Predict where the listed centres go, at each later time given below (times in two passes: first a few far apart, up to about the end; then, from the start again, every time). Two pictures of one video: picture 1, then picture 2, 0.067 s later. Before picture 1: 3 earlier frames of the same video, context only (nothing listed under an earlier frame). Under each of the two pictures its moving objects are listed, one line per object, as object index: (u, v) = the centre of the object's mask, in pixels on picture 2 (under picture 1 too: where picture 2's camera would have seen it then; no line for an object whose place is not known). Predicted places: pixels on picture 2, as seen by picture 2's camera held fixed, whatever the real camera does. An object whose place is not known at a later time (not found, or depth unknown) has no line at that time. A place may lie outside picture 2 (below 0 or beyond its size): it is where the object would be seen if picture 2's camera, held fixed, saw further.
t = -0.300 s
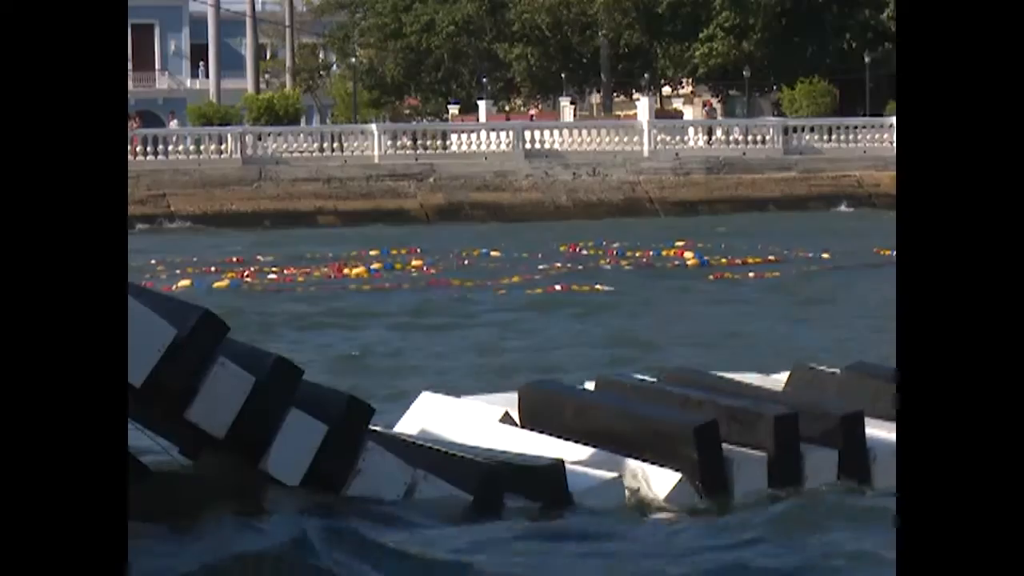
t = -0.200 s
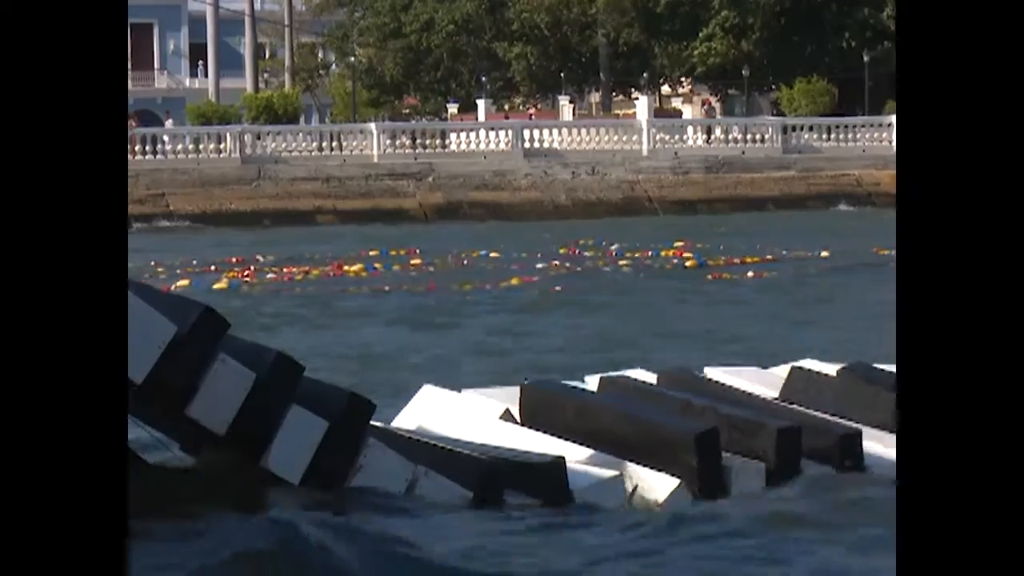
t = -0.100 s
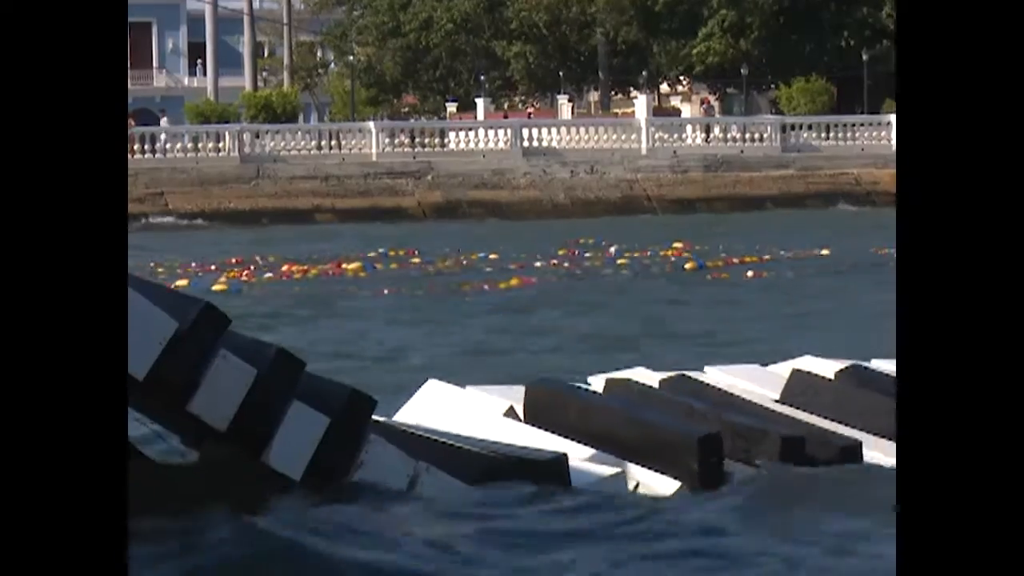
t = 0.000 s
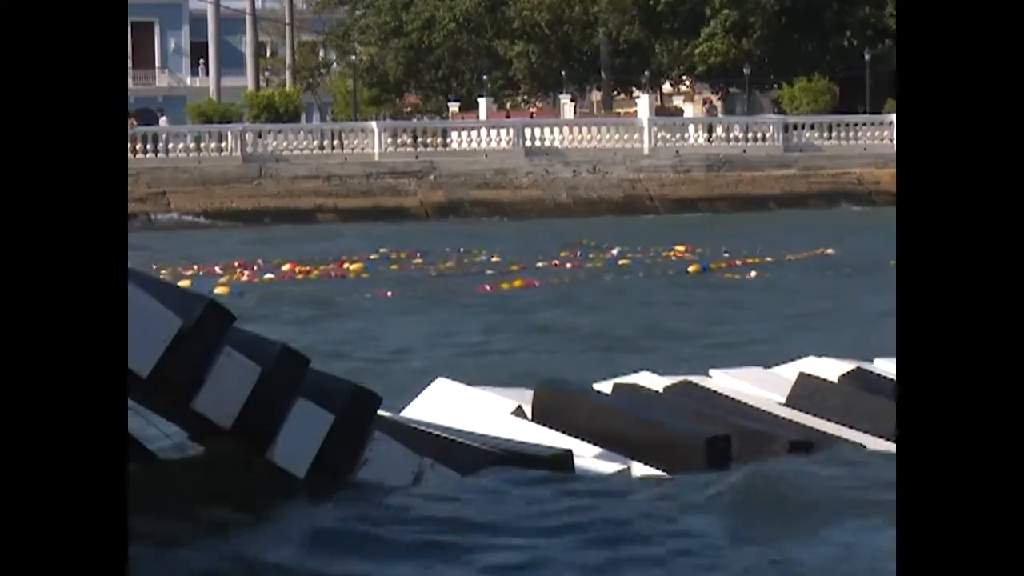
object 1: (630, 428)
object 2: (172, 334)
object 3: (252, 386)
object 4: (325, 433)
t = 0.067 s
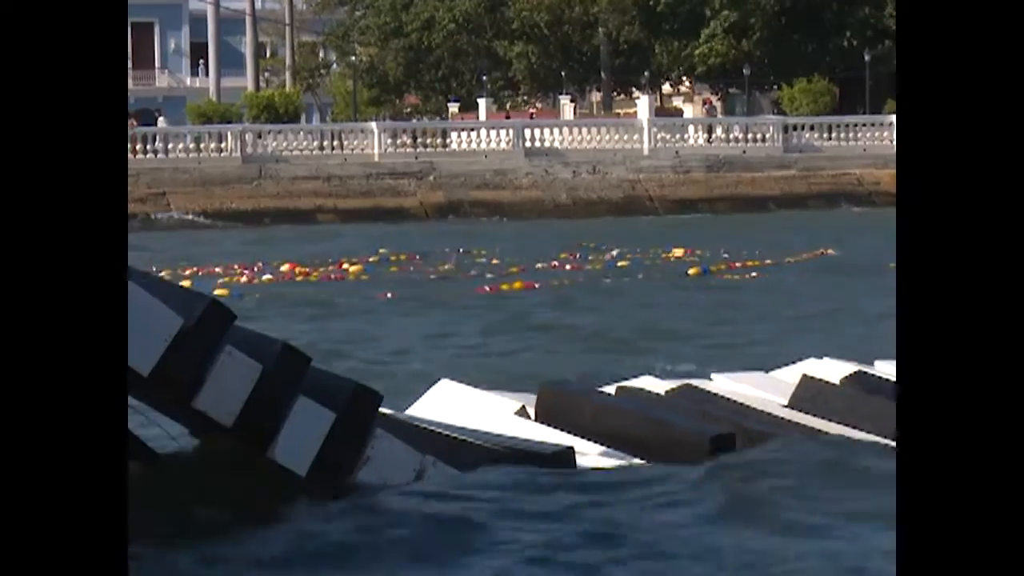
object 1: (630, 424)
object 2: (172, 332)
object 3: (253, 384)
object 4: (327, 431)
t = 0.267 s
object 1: (635, 410)
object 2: (175, 326)
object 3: (258, 376)
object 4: (333, 421)
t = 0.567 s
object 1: (653, 386)
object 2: (180, 314)
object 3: (267, 365)
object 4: (342, 407)
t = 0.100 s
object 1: (629, 423)
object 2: (172, 331)
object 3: (253, 383)
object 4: (328, 431)
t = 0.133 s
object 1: (629, 420)
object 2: (173, 331)
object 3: (255, 382)
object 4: (329, 429)
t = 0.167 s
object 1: (627, 414)
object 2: (174, 329)
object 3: (256, 380)
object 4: (331, 428)
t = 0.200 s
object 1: (628, 412)
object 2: (174, 328)
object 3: (257, 378)
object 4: (331, 426)
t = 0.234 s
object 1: (632, 412)
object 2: (175, 327)
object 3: (258, 378)
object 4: (332, 423)
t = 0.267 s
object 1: (635, 410)
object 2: (175, 326)
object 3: (258, 376)
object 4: (333, 421)
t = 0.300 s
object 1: (635, 407)
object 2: (176, 324)
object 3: (259, 374)
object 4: (335, 419)
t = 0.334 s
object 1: (634, 403)
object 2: (177, 323)
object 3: (261, 373)
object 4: (336, 417)
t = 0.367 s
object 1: (631, 399)
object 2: (177, 321)
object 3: (262, 371)
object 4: (338, 415)
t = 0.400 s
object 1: (632, 396)
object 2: (178, 318)
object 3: (264, 369)
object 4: (339, 413)
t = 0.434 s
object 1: (635, 394)
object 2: (179, 317)
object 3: (265, 368)
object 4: (340, 412)
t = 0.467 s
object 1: (640, 392)
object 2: (179, 316)
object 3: (266, 367)
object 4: (341, 410)
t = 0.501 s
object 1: (647, 391)
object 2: (179, 315)
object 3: (267, 366)
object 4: (342, 408)
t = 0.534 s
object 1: (648, 389)
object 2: (180, 314)
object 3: (267, 365)
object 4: (342, 407)
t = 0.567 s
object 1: (653, 386)
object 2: (180, 314)
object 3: (267, 365)
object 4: (342, 407)
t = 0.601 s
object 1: (655, 386)
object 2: (180, 313)
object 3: (268, 364)
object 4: (342, 407)
